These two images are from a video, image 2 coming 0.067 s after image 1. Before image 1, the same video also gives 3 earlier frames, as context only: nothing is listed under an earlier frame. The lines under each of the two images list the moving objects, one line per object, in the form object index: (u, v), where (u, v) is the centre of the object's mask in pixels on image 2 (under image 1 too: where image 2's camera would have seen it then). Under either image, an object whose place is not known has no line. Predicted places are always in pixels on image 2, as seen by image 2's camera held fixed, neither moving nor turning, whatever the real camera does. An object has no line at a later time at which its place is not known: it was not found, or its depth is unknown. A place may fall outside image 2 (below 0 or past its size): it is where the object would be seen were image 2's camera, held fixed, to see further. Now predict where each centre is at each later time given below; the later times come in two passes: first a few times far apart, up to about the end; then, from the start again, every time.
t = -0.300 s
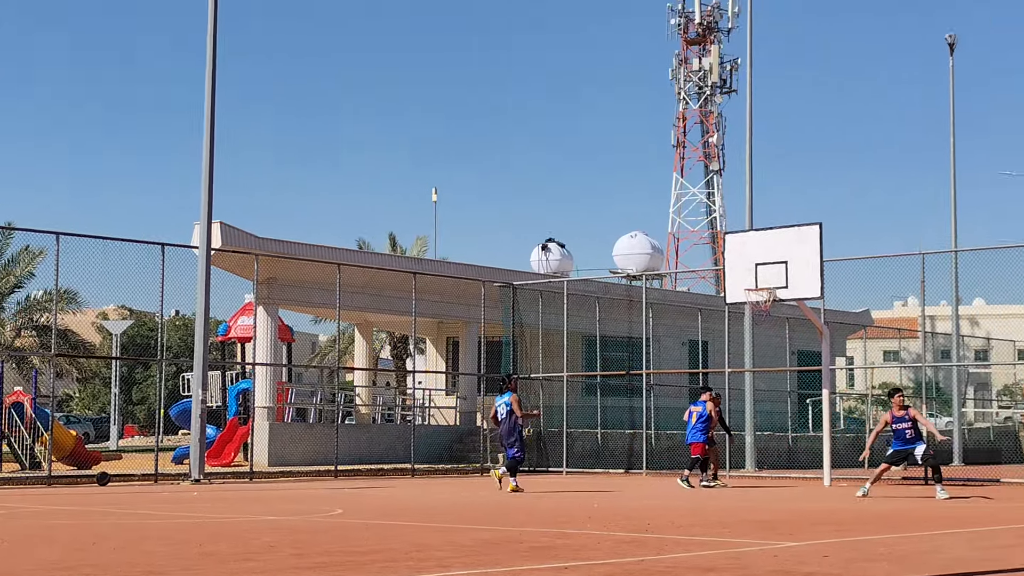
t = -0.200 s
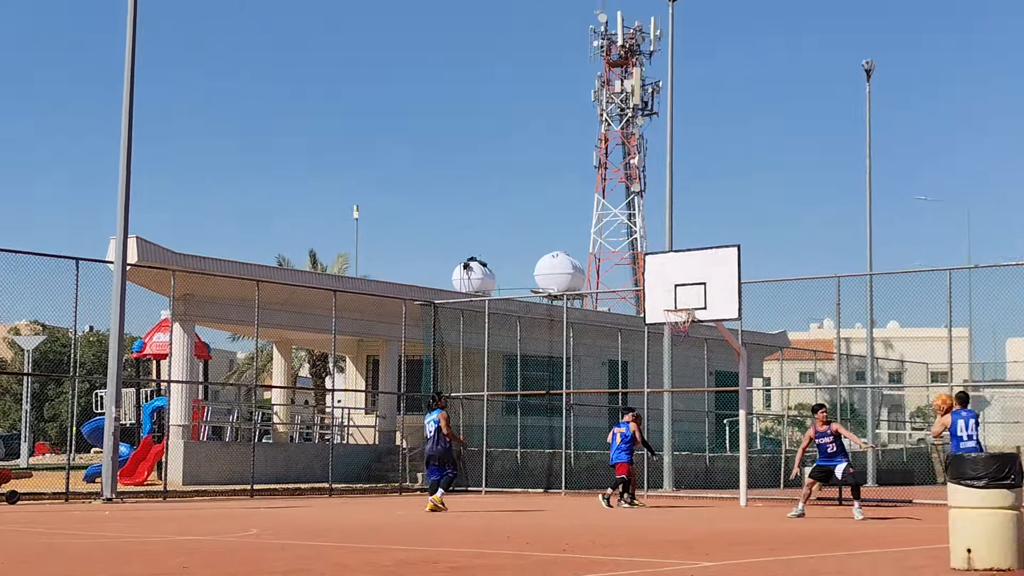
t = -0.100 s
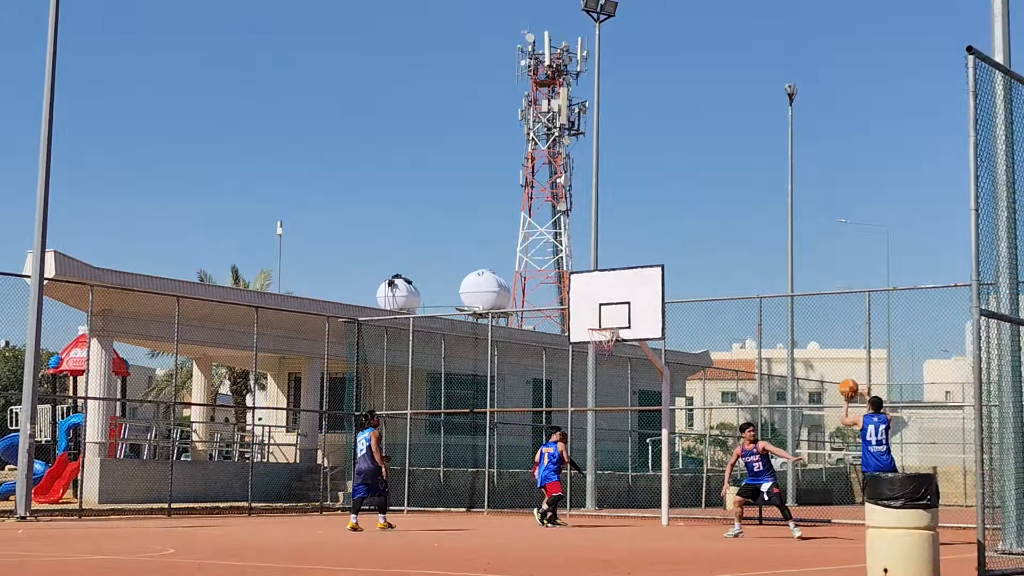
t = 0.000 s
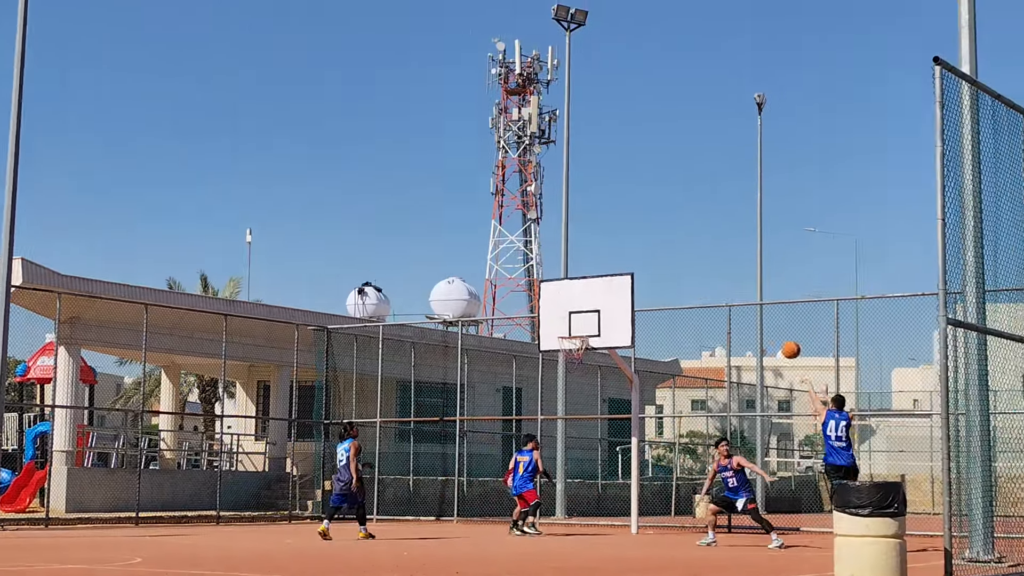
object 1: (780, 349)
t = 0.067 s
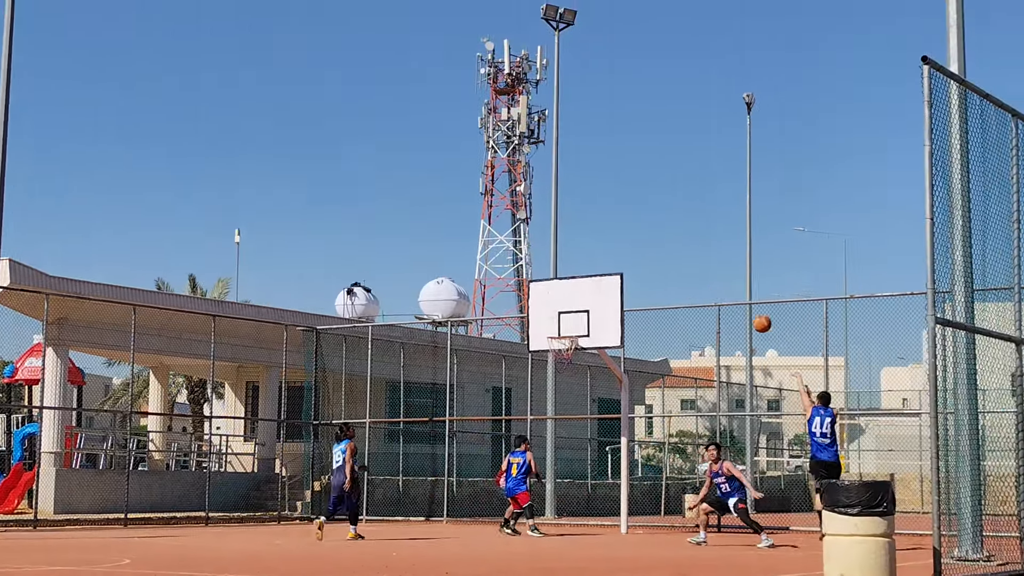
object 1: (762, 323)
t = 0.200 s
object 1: (728, 284)
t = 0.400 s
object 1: (682, 254)
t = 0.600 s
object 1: (640, 251)
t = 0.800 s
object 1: (602, 273)
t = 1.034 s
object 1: (559, 321)
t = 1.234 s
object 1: (538, 310)
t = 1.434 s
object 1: (523, 303)
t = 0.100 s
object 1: (753, 312)
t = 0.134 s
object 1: (745, 302)
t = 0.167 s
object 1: (736, 292)
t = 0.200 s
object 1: (728, 284)
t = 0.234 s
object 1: (720, 277)
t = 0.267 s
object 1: (712, 270)
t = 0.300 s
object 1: (704, 265)
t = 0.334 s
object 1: (697, 260)
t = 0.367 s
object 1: (689, 257)
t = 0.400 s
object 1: (682, 254)
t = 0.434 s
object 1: (675, 251)
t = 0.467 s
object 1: (668, 250)
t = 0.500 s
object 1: (661, 249)
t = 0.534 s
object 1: (654, 249)
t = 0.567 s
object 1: (647, 250)
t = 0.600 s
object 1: (640, 251)
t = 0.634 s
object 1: (634, 253)
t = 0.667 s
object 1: (627, 256)
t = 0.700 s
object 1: (621, 259)
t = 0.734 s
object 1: (615, 263)
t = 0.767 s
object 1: (609, 267)
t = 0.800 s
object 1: (602, 273)
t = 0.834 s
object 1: (596, 279)
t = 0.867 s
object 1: (590, 286)
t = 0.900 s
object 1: (584, 293)
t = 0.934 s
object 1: (579, 301)
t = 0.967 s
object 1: (574, 309)
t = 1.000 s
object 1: (567, 315)
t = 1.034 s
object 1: (559, 321)
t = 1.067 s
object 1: (552, 328)
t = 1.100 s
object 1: (548, 329)
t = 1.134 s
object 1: (546, 323)
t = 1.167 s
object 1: (543, 318)
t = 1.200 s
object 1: (540, 314)
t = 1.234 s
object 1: (538, 310)
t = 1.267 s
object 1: (536, 307)
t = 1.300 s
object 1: (533, 305)
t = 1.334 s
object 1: (531, 303)
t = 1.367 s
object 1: (528, 302)
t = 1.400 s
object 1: (525, 302)
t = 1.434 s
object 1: (523, 303)
